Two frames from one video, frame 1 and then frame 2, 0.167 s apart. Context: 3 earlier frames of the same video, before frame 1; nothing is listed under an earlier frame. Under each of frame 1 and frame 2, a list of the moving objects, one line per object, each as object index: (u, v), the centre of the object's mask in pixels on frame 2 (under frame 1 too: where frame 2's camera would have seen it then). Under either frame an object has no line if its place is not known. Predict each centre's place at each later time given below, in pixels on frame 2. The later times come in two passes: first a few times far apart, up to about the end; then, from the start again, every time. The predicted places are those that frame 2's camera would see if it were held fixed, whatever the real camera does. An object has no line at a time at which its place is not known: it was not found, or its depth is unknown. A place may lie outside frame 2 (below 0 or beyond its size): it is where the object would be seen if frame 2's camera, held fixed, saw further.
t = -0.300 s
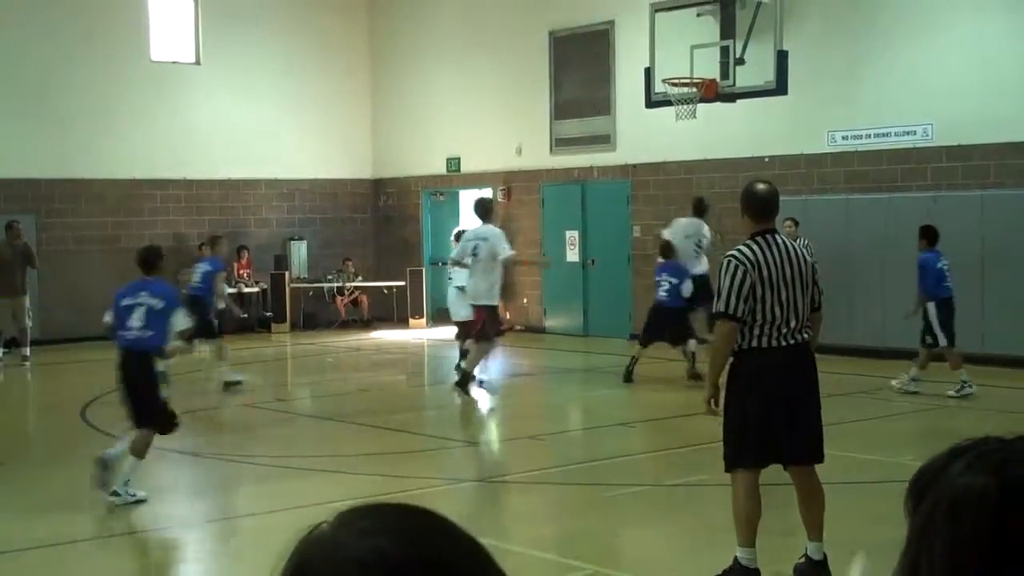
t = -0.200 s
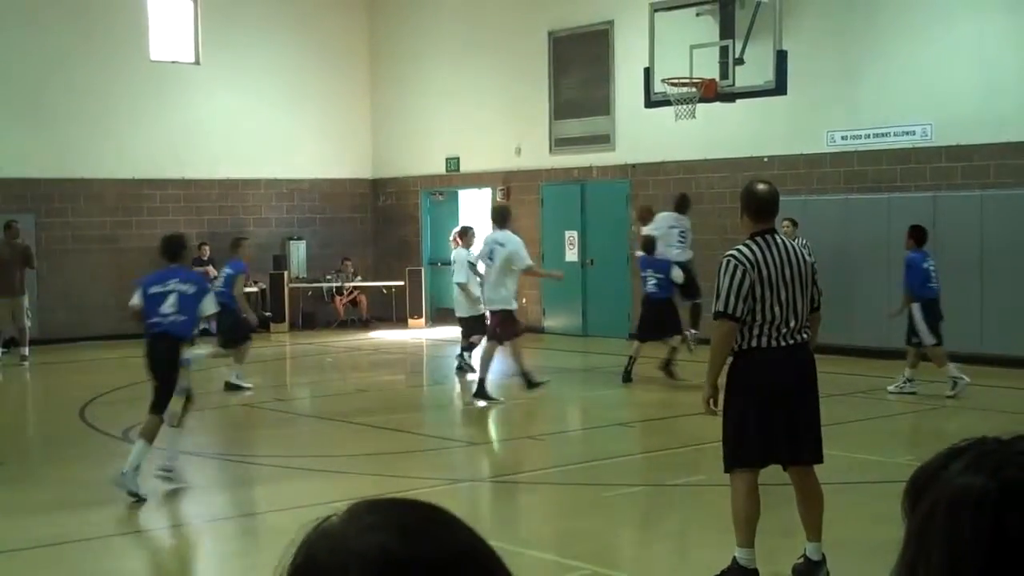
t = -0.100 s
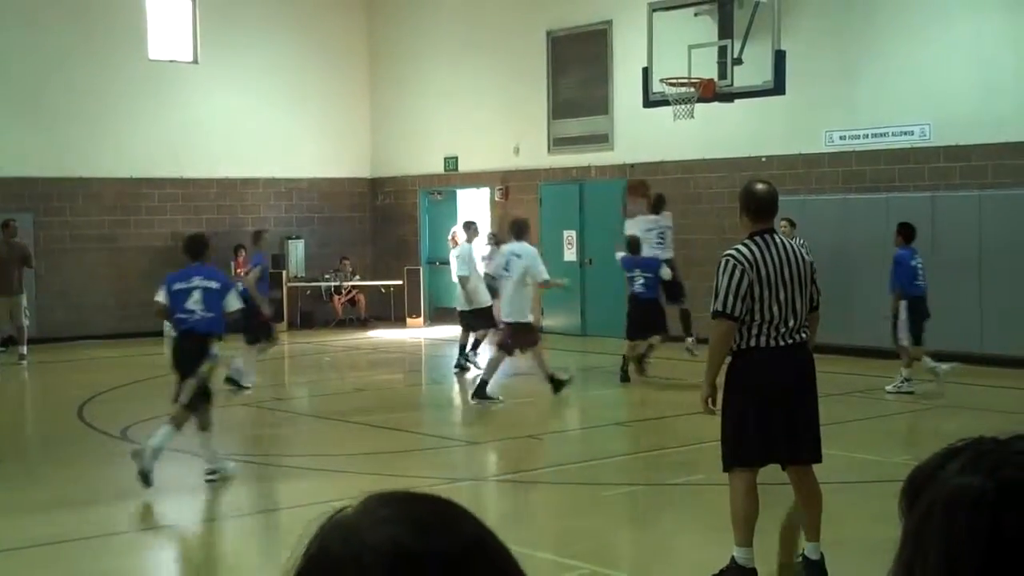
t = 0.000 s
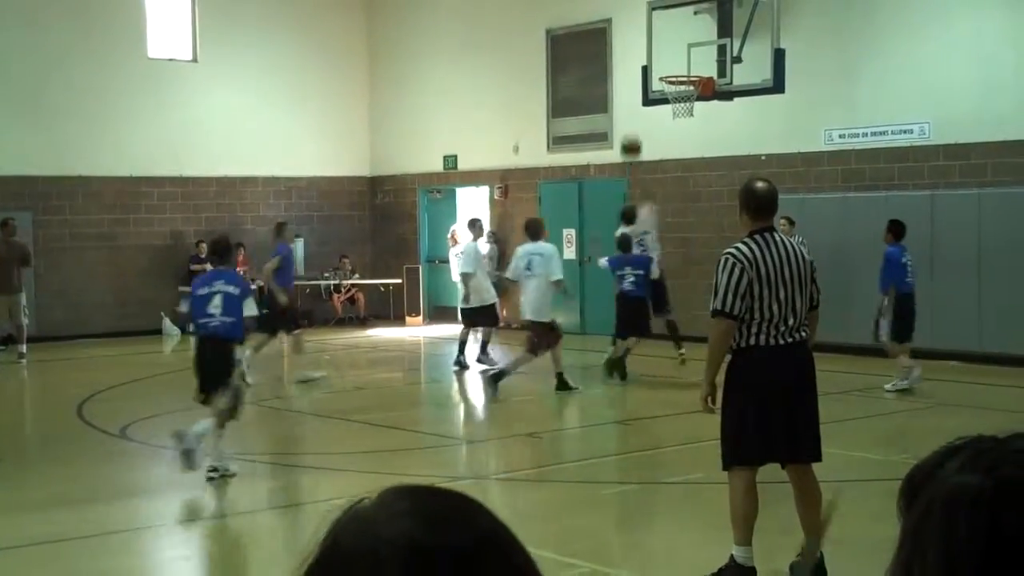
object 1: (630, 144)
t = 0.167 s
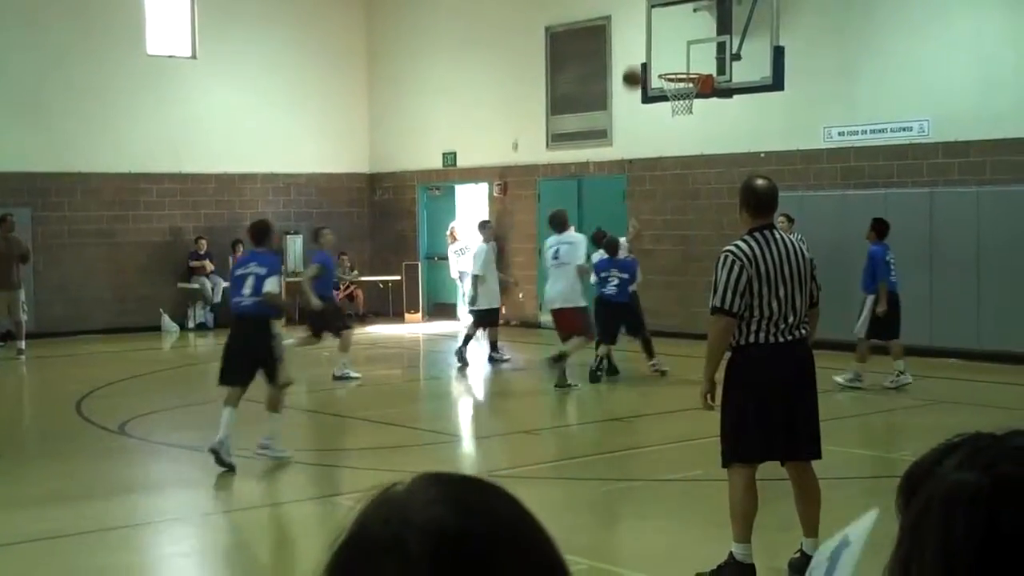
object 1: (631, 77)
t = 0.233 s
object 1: (634, 57)
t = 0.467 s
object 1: (639, 21)
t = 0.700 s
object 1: (644, 34)
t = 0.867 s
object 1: (648, 73)
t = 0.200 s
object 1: (633, 67)
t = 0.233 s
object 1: (634, 57)
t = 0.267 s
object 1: (635, 49)
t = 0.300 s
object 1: (636, 42)
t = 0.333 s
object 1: (636, 36)
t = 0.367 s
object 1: (637, 31)
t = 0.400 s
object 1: (638, 26)
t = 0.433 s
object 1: (638, 23)
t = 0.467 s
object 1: (639, 21)
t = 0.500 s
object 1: (639, 20)
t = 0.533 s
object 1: (640, 20)
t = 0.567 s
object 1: (641, 21)
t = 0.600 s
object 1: (641, 22)
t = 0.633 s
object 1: (643, 25)
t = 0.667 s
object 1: (644, 29)
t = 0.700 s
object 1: (644, 34)
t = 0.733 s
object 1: (645, 40)
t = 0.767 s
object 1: (646, 46)
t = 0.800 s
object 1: (647, 55)
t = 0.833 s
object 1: (648, 63)
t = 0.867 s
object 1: (648, 73)
